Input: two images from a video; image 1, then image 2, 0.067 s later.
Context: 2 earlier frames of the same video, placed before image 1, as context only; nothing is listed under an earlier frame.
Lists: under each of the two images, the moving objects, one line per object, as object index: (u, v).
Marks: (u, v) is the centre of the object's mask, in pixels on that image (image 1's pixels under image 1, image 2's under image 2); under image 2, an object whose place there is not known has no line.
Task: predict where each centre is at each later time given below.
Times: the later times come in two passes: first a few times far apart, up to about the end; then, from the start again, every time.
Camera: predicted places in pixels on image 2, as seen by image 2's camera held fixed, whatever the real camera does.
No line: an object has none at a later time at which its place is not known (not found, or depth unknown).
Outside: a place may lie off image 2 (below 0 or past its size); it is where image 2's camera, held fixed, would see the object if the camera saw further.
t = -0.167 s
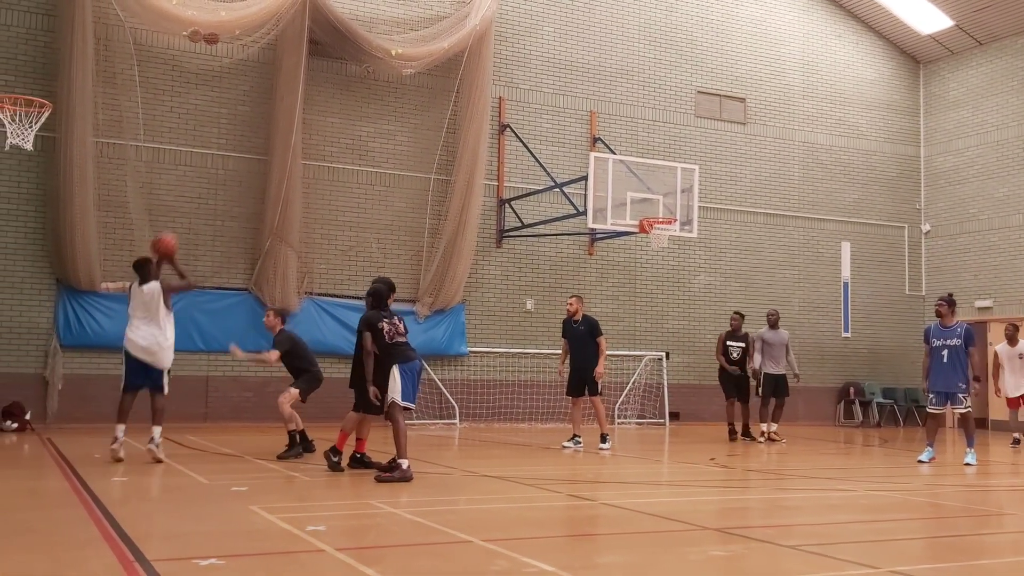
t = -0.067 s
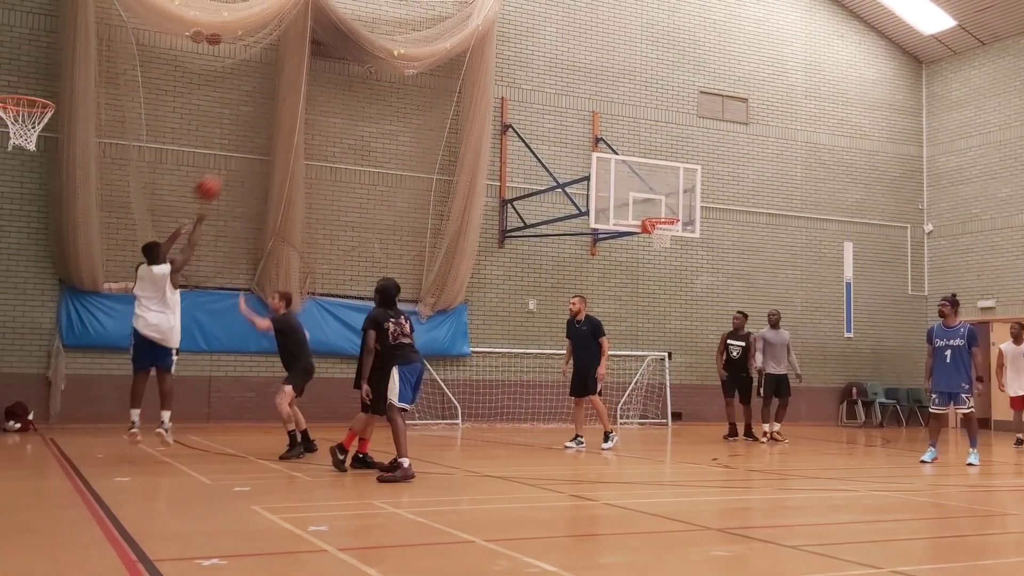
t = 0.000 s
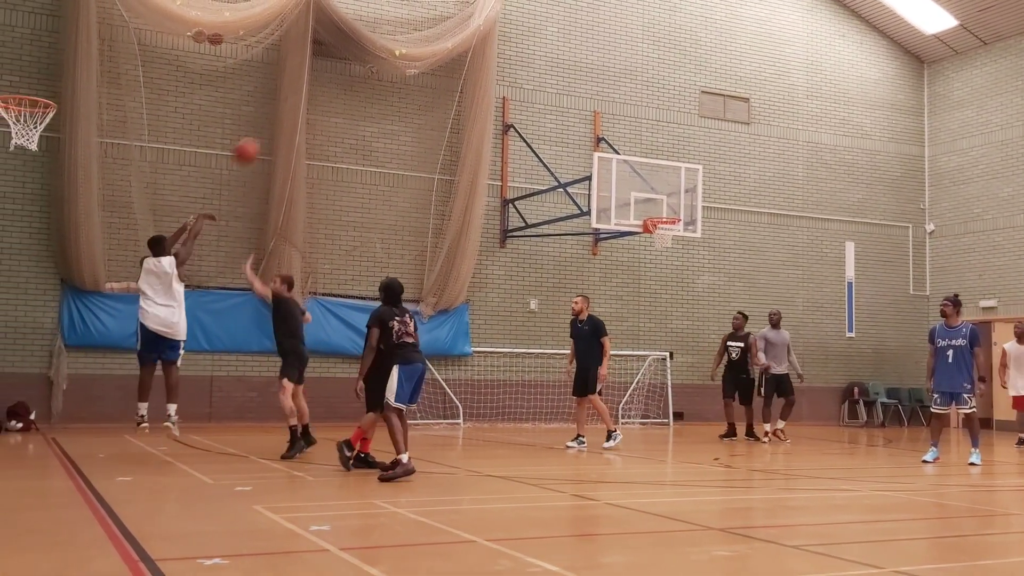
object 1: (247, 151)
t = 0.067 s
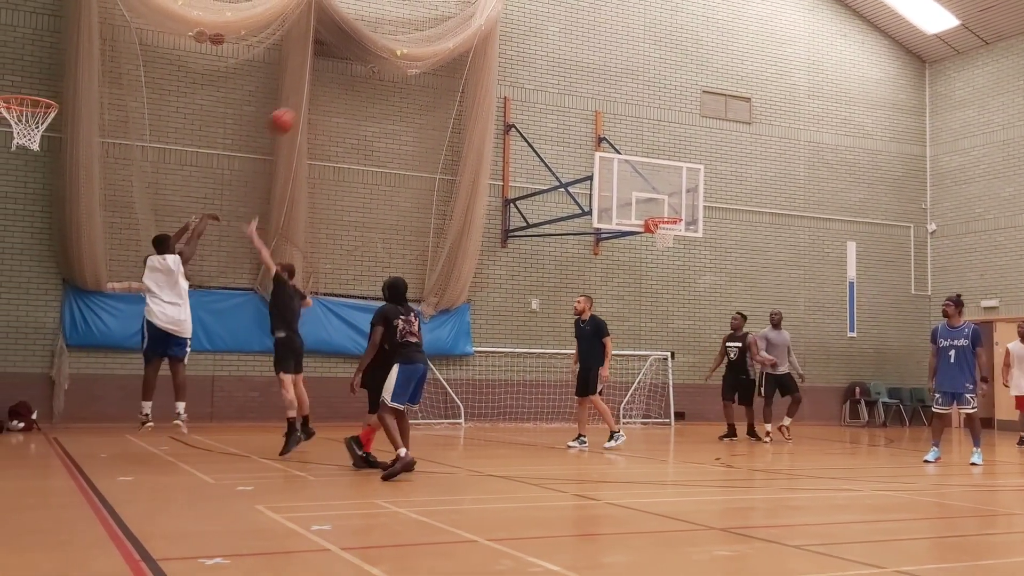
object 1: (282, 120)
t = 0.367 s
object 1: (412, 50)
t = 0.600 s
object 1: (492, 51)
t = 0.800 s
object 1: (552, 83)
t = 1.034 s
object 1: (611, 152)
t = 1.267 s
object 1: (636, 193)
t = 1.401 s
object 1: (637, 172)
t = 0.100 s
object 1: (297, 108)
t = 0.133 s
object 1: (314, 96)
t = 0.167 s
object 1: (329, 86)
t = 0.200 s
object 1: (343, 77)
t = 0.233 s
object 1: (358, 69)
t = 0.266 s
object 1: (372, 63)
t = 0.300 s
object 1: (386, 58)
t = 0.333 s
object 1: (398, 54)
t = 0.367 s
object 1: (412, 50)
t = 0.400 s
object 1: (424, 47)
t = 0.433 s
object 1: (436, 46)
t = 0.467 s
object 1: (448, 45)
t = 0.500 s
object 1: (460, 45)
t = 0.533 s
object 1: (471, 46)
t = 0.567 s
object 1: (482, 48)
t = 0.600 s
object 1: (492, 51)
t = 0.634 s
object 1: (503, 54)
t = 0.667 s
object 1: (513, 59)
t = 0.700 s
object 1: (523, 63)
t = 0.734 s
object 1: (533, 70)
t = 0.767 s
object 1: (543, 76)
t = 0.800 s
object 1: (552, 83)
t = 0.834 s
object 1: (561, 91)
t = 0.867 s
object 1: (569, 100)
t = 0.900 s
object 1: (578, 110)
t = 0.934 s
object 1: (587, 119)
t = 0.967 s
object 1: (595, 130)
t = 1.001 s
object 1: (603, 140)
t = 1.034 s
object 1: (611, 152)
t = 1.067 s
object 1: (619, 165)
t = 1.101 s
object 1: (626, 178)
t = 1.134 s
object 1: (634, 191)
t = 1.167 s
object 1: (641, 205)
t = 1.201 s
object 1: (644, 210)
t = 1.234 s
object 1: (639, 201)
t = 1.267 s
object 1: (636, 193)
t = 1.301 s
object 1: (636, 186)
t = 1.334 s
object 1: (636, 181)
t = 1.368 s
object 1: (637, 176)
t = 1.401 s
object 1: (637, 172)
